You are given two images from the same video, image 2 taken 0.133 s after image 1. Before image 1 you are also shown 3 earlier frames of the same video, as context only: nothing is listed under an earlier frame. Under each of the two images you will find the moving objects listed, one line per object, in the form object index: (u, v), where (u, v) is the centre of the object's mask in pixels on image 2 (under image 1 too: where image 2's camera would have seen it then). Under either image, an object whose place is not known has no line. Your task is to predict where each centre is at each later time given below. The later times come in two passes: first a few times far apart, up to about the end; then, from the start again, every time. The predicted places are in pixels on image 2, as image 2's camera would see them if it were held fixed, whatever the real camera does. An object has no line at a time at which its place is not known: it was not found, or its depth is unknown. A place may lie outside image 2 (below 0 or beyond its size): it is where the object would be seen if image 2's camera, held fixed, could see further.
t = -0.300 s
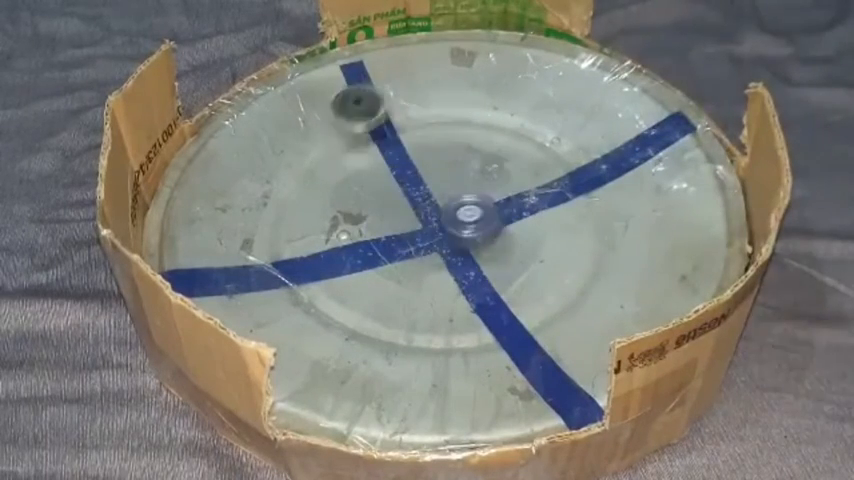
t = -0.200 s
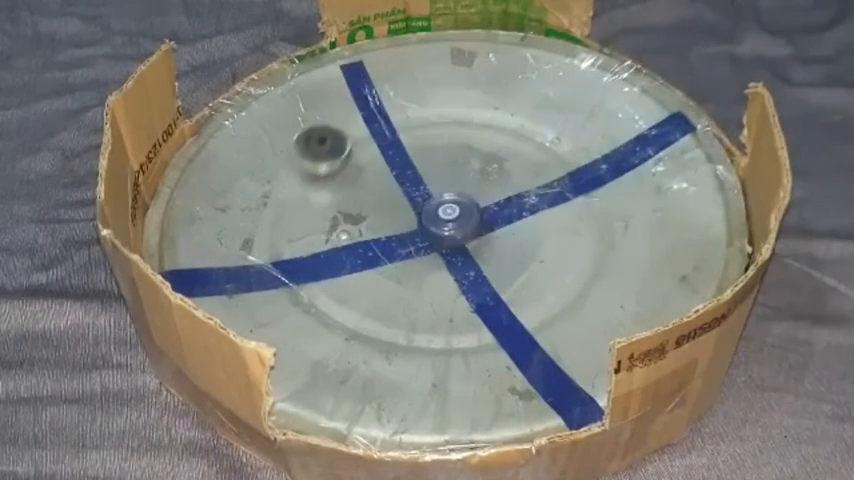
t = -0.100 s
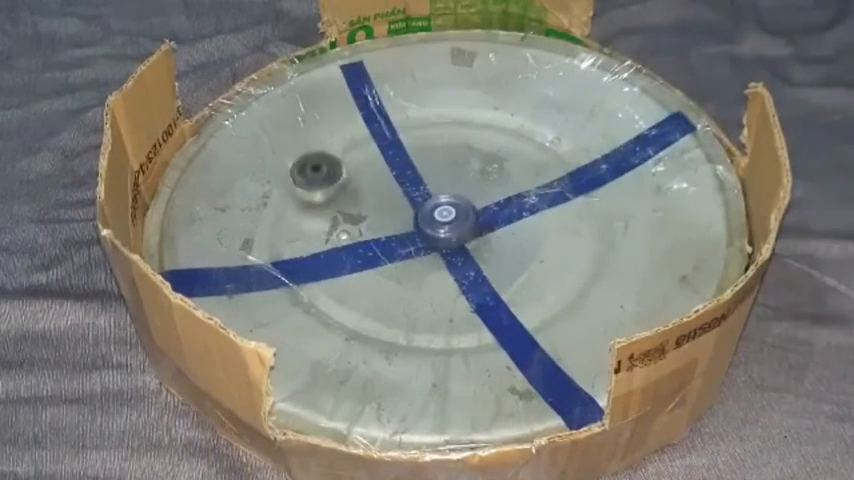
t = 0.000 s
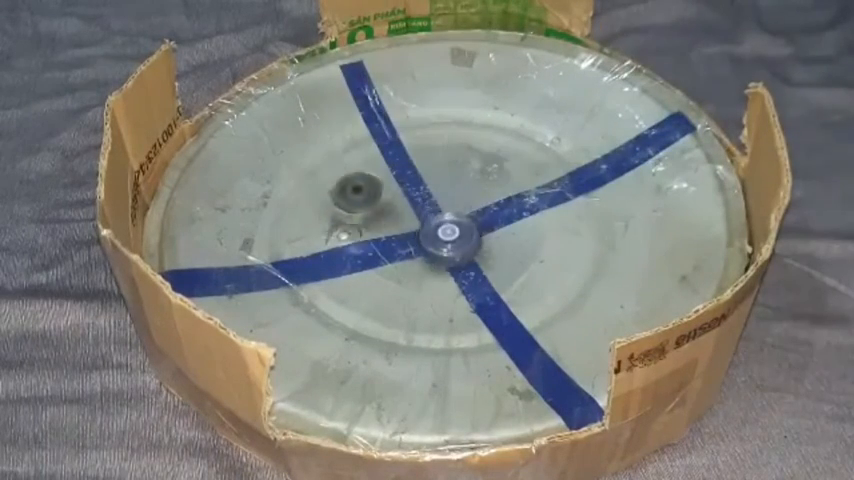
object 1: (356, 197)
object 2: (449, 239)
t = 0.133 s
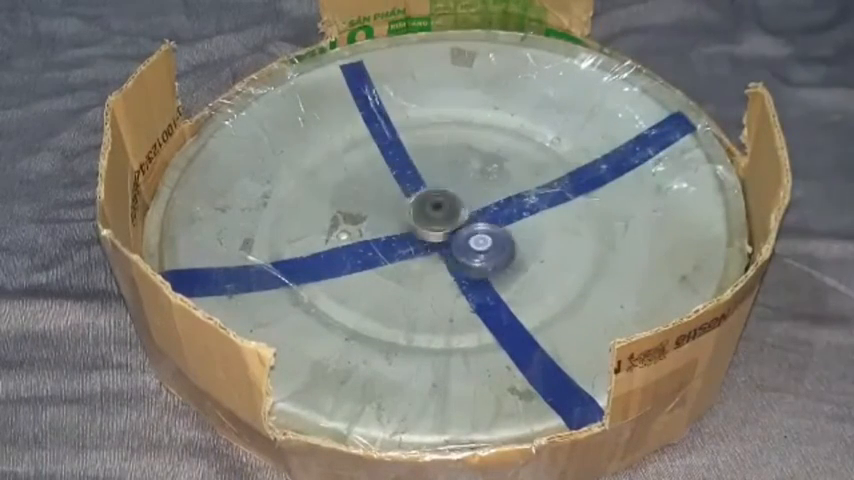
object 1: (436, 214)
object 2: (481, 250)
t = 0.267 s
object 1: (445, 171)
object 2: (569, 279)
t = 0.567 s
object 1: (398, 128)
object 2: (541, 143)
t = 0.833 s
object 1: (336, 176)
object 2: (368, 123)
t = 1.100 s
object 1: (350, 313)
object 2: (298, 103)
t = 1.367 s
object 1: (550, 293)
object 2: (318, 274)
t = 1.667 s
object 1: (507, 201)
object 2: (596, 246)
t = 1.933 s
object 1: (401, 175)
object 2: (499, 76)
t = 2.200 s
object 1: (381, 180)
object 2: (256, 119)
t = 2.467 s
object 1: (373, 167)
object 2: (330, 300)
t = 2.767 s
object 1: (338, 162)
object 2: (625, 206)
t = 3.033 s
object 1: (358, 168)
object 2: (453, 59)
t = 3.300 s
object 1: (381, 152)
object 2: (234, 145)
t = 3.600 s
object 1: (374, 139)
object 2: (414, 317)
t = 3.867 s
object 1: (387, 150)
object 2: (615, 178)
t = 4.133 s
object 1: (421, 145)
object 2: (416, 57)
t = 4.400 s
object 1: (447, 128)
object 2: (237, 168)
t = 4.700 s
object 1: (425, 132)
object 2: (423, 302)
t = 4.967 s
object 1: (450, 142)
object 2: (570, 178)
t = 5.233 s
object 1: (402, 170)
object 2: (504, 24)
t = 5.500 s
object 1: (386, 255)
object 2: (281, 106)
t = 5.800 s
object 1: (437, 295)
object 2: (321, 273)
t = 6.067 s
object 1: (646, 227)
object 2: (319, 296)
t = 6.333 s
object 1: (566, 139)
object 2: (408, 294)
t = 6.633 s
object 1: (404, 114)
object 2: (438, 226)
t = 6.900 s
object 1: (317, 131)
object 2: (430, 200)
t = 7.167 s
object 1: (265, 172)
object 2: (441, 156)
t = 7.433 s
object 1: (299, 209)
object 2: (395, 139)
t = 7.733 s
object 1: (326, 218)
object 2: (366, 110)
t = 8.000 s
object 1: (326, 220)
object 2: (315, 128)
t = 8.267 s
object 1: (322, 216)
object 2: (374, 174)
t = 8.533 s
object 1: (364, 180)
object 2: (466, 133)
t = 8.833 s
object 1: (368, 152)
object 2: (411, 110)
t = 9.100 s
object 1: (339, 185)
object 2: (410, 126)
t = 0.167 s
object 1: (440, 205)
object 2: (503, 263)
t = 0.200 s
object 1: (443, 195)
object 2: (526, 273)
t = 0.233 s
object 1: (444, 183)
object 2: (550, 278)
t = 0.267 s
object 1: (445, 171)
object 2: (569, 279)
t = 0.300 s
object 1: (443, 157)
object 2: (587, 273)
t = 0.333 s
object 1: (442, 145)
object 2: (601, 259)
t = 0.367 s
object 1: (439, 136)
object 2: (609, 244)
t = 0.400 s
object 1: (435, 128)
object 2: (611, 224)
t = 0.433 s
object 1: (429, 124)
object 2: (605, 201)
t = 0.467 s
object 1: (422, 122)
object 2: (594, 183)
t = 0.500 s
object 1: (413, 123)
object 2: (576, 168)
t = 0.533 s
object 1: (405, 125)
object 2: (560, 154)
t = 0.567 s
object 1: (398, 128)
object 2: (541, 143)
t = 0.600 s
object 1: (393, 133)
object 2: (516, 133)
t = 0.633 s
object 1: (389, 138)
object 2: (485, 125)
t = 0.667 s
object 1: (386, 142)
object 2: (452, 124)
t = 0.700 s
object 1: (376, 147)
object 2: (429, 120)
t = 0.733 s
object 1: (361, 153)
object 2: (412, 116)
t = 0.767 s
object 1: (350, 159)
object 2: (393, 120)
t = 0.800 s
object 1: (344, 165)
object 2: (377, 123)
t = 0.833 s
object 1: (336, 176)
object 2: (368, 123)
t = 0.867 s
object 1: (318, 200)
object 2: (370, 104)
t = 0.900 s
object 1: (305, 223)
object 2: (369, 92)
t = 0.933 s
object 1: (296, 243)
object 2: (365, 83)
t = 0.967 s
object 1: (294, 258)
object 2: (358, 79)
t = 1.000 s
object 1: (297, 273)
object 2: (347, 80)
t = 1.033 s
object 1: (307, 286)
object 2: (333, 83)
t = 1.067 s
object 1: (326, 300)
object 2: (316, 92)
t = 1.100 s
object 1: (350, 313)
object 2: (298, 103)
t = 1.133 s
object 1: (377, 323)
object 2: (281, 121)
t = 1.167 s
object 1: (404, 327)
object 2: (268, 140)
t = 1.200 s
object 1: (433, 330)
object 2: (260, 162)
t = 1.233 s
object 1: (463, 329)
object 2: (258, 188)
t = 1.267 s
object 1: (488, 327)
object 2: (265, 213)
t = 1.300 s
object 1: (511, 321)
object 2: (278, 236)
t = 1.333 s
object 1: (529, 311)
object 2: (294, 256)
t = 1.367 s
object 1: (550, 293)
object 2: (318, 274)
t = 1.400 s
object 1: (559, 285)
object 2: (340, 286)
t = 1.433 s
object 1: (568, 269)
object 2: (370, 298)
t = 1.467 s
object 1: (572, 252)
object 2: (404, 304)
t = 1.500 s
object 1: (569, 238)
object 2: (443, 308)
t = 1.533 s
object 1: (561, 226)
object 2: (483, 308)
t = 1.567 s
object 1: (551, 215)
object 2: (523, 298)
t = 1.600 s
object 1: (539, 209)
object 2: (553, 285)
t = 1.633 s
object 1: (524, 203)
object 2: (577, 267)
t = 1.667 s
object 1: (507, 201)
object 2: (596, 246)
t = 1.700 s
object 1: (488, 200)
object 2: (608, 222)
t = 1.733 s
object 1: (469, 197)
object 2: (614, 195)
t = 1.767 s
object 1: (452, 194)
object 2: (609, 168)
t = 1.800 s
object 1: (436, 188)
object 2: (596, 147)
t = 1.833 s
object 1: (423, 181)
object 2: (580, 124)
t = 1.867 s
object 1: (414, 178)
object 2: (556, 105)
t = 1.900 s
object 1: (408, 176)
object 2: (528, 88)
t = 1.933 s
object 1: (401, 175)
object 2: (499, 76)
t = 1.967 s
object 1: (396, 175)
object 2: (466, 66)
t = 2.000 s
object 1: (392, 175)
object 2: (433, 62)
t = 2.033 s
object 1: (388, 176)
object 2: (399, 63)
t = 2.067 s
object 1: (385, 176)
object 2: (368, 68)
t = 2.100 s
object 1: (384, 177)
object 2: (333, 76)
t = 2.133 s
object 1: (383, 179)
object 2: (303, 88)
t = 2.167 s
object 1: (381, 180)
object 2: (277, 101)
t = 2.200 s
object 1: (381, 180)
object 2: (256, 119)
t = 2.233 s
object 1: (381, 180)
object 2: (241, 143)
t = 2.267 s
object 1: (382, 179)
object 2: (231, 169)
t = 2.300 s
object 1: (383, 179)
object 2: (231, 195)
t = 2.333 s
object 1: (383, 178)
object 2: (237, 220)
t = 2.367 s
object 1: (382, 177)
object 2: (250, 244)
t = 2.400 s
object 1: (380, 174)
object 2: (271, 262)
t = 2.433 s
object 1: (378, 171)
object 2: (298, 284)
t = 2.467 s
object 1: (373, 167)
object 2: (330, 300)
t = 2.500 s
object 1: (368, 163)
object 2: (373, 313)
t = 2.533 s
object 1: (363, 161)
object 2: (413, 321)
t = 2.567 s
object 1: (359, 160)
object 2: (459, 324)
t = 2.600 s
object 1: (355, 159)
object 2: (502, 320)
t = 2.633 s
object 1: (351, 159)
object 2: (544, 308)
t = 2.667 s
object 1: (347, 159)
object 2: (576, 289)
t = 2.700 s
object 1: (343, 159)
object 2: (603, 263)
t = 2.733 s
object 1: (339, 161)
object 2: (619, 235)
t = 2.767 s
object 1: (338, 162)
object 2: (625, 206)
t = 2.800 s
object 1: (337, 163)
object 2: (625, 176)
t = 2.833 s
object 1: (337, 165)
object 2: (609, 150)
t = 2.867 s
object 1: (337, 167)
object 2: (594, 126)
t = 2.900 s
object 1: (340, 168)
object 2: (571, 104)
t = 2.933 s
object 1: (343, 170)
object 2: (545, 88)
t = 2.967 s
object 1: (347, 170)
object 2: (517, 76)
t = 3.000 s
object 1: (352, 169)
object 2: (485, 65)
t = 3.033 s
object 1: (358, 168)
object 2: (453, 59)
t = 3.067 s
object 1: (364, 166)
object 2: (417, 56)
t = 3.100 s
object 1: (368, 163)
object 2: (382, 59)
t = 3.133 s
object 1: (370, 160)
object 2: (349, 67)
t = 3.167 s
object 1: (372, 158)
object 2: (315, 79)
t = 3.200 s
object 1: (374, 157)
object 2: (286, 90)
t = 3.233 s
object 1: (376, 156)
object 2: (264, 103)
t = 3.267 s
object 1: (379, 153)
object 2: (246, 122)
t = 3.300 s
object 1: (381, 152)
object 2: (234, 145)
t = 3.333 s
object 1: (384, 149)
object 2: (227, 170)
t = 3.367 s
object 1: (384, 147)
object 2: (227, 196)
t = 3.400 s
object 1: (382, 145)
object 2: (235, 222)
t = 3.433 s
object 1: (381, 144)
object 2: (250, 248)
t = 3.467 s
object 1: (380, 142)
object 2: (271, 266)
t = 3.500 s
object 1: (379, 140)
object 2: (300, 284)
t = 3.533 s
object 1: (378, 139)
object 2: (334, 299)
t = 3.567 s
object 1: (376, 138)
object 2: (373, 311)
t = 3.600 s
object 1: (374, 139)
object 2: (414, 317)
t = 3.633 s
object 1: (372, 141)
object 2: (457, 319)
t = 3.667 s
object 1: (372, 143)
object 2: (498, 315)
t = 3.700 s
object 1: (372, 145)
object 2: (534, 305)
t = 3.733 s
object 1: (374, 147)
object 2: (565, 286)
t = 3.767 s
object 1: (377, 148)
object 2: (591, 265)
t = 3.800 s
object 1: (381, 149)
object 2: (609, 238)
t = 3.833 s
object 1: (385, 150)
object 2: (616, 211)
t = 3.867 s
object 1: (387, 150)
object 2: (615, 178)
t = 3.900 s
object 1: (389, 148)
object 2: (602, 152)
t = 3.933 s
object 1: (391, 147)
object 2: (586, 126)
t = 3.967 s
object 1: (395, 147)
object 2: (565, 106)
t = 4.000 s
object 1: (400, 146)
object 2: (539, 90)
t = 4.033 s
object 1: (404, 146)
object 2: (511, 76)
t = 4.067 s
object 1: (409, 146)
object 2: (480, 65)
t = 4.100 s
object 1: (415, 146)
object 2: (450, 59)
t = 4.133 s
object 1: (421, 145)
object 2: (416, 57)
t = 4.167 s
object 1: (426, 143)
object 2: (382, 59)
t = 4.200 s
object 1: (431, 141)
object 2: (351, 67)
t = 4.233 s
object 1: (435, 139)
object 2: (319, 78)
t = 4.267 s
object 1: (440, 137)
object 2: (291, 88)
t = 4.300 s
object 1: (445, 135)
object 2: (271, 100)
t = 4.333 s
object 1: (448, 131)
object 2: (254, 120)
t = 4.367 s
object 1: (448, 128)
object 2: (243, 143)
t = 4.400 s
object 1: (447, 128)
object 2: (237, 168)
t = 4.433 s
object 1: (443, 127)
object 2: (238, 191)
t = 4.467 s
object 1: (440, 127)
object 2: (244, 214)
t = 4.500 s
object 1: (437, 127)
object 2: (257, 236)
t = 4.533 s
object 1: (434, 127)
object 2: (277, 255)
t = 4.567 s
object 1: (431, 127)
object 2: (304, 267)
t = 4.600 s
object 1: (428, 128)
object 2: (332, 281)
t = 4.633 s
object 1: (426, 129)
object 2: (359, 290)
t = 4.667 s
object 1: (426, 130)
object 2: (390, 298)
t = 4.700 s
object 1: (425, 132)
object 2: (423, 302)
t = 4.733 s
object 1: (426, 135)
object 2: (459, 301)
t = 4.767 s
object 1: (429, 137)
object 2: (492, 296)
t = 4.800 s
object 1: (432, 139)
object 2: (523, 281)
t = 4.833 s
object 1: (436, 140)
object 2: (547, 265)
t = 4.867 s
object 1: (440, 141)
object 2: (564, 244)
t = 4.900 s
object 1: (443, 142)
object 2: (574, 223)
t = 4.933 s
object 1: (447, 142)
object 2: (576, 200)
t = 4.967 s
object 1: (450, 142)
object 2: (570, 178)
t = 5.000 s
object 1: (454, 141)
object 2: (566, 164)
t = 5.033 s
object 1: (458, 140)
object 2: (557, 147)
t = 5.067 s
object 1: (463, 139)
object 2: (549, 130)
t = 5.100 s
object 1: (465, 136)
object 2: (534, 114)
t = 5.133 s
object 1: (467, 135)
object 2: (513, 98)
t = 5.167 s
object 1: (447, 146)
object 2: (515, 70)
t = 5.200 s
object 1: (421, 160)
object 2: (519, 39)
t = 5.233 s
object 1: (402, 170)
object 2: (504, 24)
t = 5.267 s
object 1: (386, 182)
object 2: (470, 29)
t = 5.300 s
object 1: (370, 195)
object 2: (440, 34)
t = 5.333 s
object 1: (368, 202)
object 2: (409, 39)
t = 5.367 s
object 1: (368, 212)
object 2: (378, 49)
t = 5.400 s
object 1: (374, 219)
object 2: (350, 62)
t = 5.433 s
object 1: (380, 230)
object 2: (320, 76)
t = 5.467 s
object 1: (384, 242)
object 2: (298, 90)
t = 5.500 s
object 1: (386, 255)
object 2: (281, 106)
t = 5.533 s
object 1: (385, 266)
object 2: (268, 124)
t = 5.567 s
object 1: (387, 276)
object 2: (258, 145)
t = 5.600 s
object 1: (391, 282)
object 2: (254, 167)
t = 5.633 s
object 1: (398, 286)
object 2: (255, 186)
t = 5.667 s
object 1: (405, 290)
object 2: (261, 207)
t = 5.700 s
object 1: (413, 293)
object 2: (271, 227)
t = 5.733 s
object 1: (420, 295)
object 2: (284, 246)
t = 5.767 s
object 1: (428, 295)
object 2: (301, 257)
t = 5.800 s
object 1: (437, 295)
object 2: (321, 273)
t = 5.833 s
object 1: (444, 294)
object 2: (339, 282)
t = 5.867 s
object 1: (452, 293)
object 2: (361, 290)
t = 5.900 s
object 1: (460, 294)
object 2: (383, 298)
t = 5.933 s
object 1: (512, 286)
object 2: (353, 304)
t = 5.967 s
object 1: (566, 275)
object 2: (333, 304)
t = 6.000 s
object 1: (602, 261)
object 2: (322, 301)
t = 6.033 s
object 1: (628, 245)
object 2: (317, 300)
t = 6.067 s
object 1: (646, 227)
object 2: (319, 296)
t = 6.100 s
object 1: (653, 211)
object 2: (326, 293)
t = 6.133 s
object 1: (651, 196)
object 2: (335, 293)
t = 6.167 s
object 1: (641, 183)
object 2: (347, 292)
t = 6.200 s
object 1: (629, 172)
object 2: (354, 293)
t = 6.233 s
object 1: (613, 160)
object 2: (364, 294)
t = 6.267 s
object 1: (597, 154)
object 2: (378, 296)
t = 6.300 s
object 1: (578, 146)
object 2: (393, 296)
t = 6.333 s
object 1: (566, 139)
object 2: (408, 294)
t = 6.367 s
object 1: (551, 130)
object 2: (421, 292)
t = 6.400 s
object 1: (538, 122)
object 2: (433, 286)
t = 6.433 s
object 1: (521, 115)
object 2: (442, 282)
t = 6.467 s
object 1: (502, 110)
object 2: (453, 273)
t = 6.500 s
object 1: (479, 109)
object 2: (457, 264)
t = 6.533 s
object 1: (458, 108)
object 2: (455, 253)
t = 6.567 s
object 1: (439, 108)
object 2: (450, 244)
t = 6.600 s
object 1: (420, 110)
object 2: (446, 233)
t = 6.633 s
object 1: (404, 114)
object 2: (438, 226)
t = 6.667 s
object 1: (390, 119)
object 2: (431, 218)
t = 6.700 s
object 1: (381, 125)
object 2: (424, 208)
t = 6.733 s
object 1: (374, 131)
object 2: (420, 202)
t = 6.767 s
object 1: (367, 137)
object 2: (416, 196)
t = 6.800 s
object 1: (362, 143)
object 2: (410, 188)
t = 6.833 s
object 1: (356, 147)
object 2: (402, 180)
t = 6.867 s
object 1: (336, 139)
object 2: (416, 190)
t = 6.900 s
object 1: (317, 131)
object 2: (430, 200)
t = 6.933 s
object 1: (302, 129)
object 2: (439, 206)
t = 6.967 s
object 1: (292, 129)
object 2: (446, 206)
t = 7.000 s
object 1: (285, 134)
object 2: (451, 202)
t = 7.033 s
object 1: (278, 141)
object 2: (454, 194)
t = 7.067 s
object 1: (274, 148)
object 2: (452, 183)
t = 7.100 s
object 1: (269, 156)
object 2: (448, 171)
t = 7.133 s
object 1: (267, 164)
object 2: (445, 164)
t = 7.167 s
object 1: (265, 172)
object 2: (441, 156)
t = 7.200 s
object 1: (265, 180)
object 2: (437, 149)
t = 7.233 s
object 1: (267, 187)
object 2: (432, 143)
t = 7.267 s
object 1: (270, 195)
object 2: (428, 139)
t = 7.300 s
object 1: (275, 203)
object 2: (422, 138)
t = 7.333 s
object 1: (282, 208)
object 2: (415, 136)
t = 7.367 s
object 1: (290, 212)
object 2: (409, 135)
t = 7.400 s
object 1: (295, 212)
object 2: (402, 137)
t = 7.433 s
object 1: (299, 209)
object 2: (395, 139)
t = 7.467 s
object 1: (306, 207)
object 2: (387, 141)
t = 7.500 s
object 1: (312, 205)
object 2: (379, 143)
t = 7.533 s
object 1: (319, 203)
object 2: (370, 143)
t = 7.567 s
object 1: (327, 200)
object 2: (362, 145)
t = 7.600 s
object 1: (335, 196)
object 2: (356, 150)
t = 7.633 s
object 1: (334, 204)
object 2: (359, 141)
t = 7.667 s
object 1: (330, 212)
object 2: (364, 126)
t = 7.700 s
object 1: (327, 216)
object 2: (369, 118)
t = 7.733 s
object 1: (326, 218)
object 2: (366, 110)
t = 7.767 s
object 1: (325, 221)
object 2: (360, 105)
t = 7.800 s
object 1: (326, 222)
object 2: (351, 104)
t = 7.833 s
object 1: (326, 222)
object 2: (343, 105)
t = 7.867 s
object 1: (326, 222)
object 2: (333, 106)
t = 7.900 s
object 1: (326, 221)
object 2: (326, 109)
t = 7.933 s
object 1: (326, 221)
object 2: (320, 114)
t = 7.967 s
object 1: (326, 220)
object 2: (316, 120)
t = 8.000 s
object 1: (326, 220)
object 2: (315, 128)
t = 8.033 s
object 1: (326, 220)
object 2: (314, 136)
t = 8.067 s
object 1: (326, 220)
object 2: (314, 147)
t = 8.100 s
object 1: (326, 220)
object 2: (317, 157)
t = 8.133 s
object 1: (326, 221)
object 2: (323, 164)
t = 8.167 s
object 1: (326, 220)
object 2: (333, 168)
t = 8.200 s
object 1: (325, 219)
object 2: (346, 172)
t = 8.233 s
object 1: (323, 218)
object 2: (359, 174)
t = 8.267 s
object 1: (322, 216)
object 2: (374, 174)
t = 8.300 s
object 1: (323, 213)
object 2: (389, 171)
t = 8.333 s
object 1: (326, 210)
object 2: (402, 169)
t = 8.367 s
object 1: (330, 207)
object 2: (415, 166)
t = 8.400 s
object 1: (337, 203)
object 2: (430, 161)
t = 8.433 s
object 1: (343, 196)
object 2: (439, 157)
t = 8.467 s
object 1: (350, 189)
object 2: (449, 150)
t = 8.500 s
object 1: (357, 184)
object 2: (458, 142)
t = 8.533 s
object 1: (364, 180)
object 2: (466, 133)
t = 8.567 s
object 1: (368, 175)
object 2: (468, 124)
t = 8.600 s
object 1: (372, 170)
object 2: (464, 116)
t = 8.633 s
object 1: (373, 165)
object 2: (458, 111)
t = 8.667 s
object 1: (373, 162)
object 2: (454, 106)
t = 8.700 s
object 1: (373, 159)
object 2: (447, 103)
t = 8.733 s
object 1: (373, 156)
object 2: (437, 104)
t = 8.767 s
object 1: (373, 154)
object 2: (424, 108)
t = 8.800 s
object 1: (372, 151)
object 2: (412, 111)
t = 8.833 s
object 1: (368, 152)
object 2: (411, 110)
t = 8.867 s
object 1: (348, 162)
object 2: (419, 101)
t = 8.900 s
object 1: (335, 170)
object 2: (424, 98)
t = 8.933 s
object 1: (329, 175)
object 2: (426, 98)
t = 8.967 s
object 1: (327, 178)
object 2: (422, 102)
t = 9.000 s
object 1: (327, 181)
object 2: (416, 109)
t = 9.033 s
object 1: (329, 184)
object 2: (411, 114)
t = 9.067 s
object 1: (334, 185)
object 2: (409, 120)
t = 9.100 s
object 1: (339, 185)
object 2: (410, 126)
